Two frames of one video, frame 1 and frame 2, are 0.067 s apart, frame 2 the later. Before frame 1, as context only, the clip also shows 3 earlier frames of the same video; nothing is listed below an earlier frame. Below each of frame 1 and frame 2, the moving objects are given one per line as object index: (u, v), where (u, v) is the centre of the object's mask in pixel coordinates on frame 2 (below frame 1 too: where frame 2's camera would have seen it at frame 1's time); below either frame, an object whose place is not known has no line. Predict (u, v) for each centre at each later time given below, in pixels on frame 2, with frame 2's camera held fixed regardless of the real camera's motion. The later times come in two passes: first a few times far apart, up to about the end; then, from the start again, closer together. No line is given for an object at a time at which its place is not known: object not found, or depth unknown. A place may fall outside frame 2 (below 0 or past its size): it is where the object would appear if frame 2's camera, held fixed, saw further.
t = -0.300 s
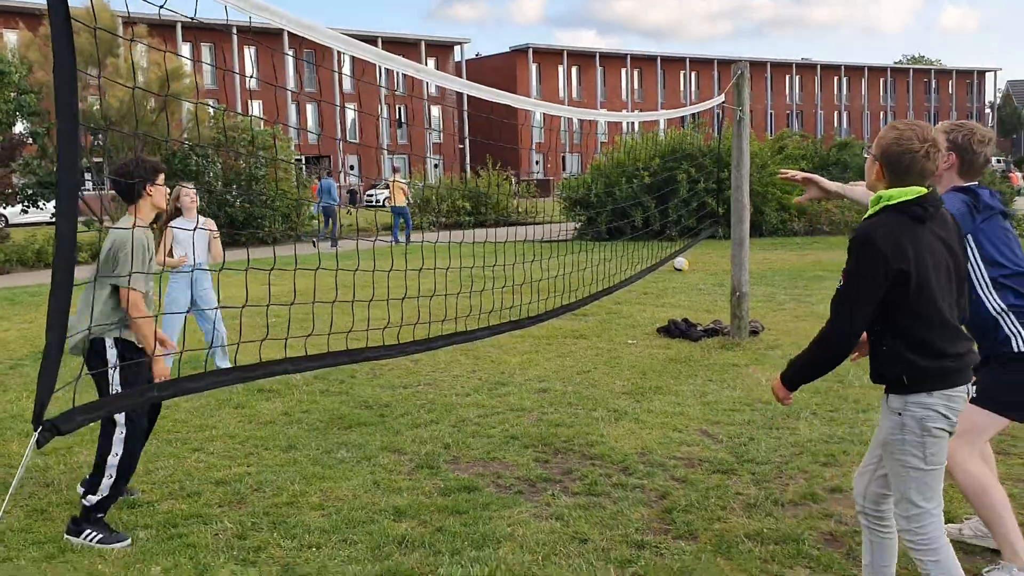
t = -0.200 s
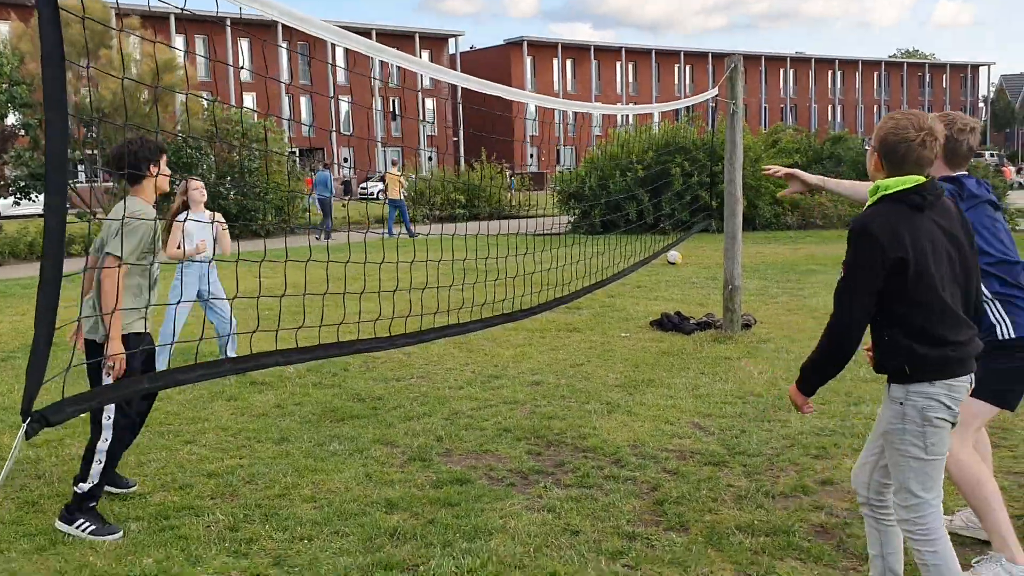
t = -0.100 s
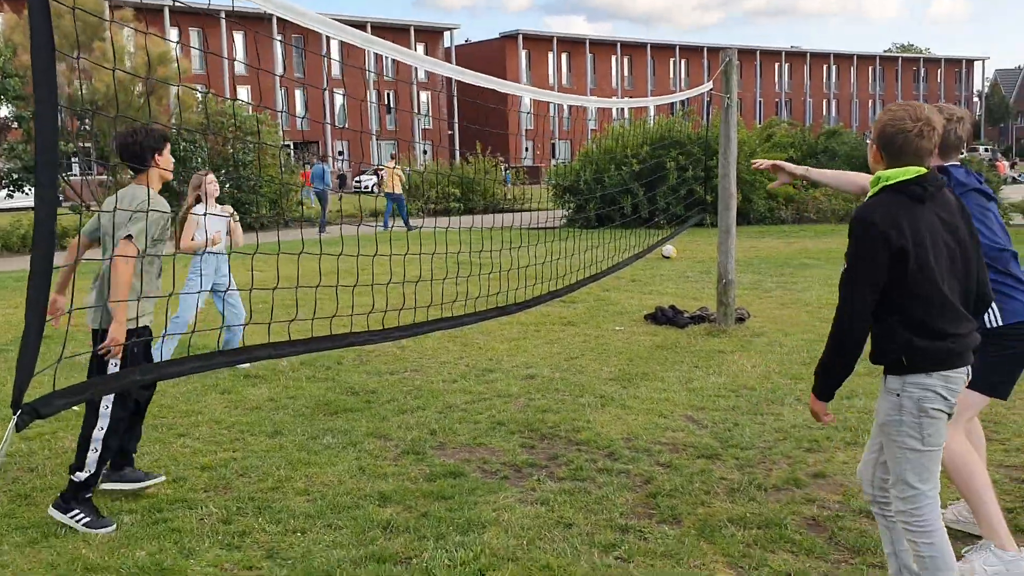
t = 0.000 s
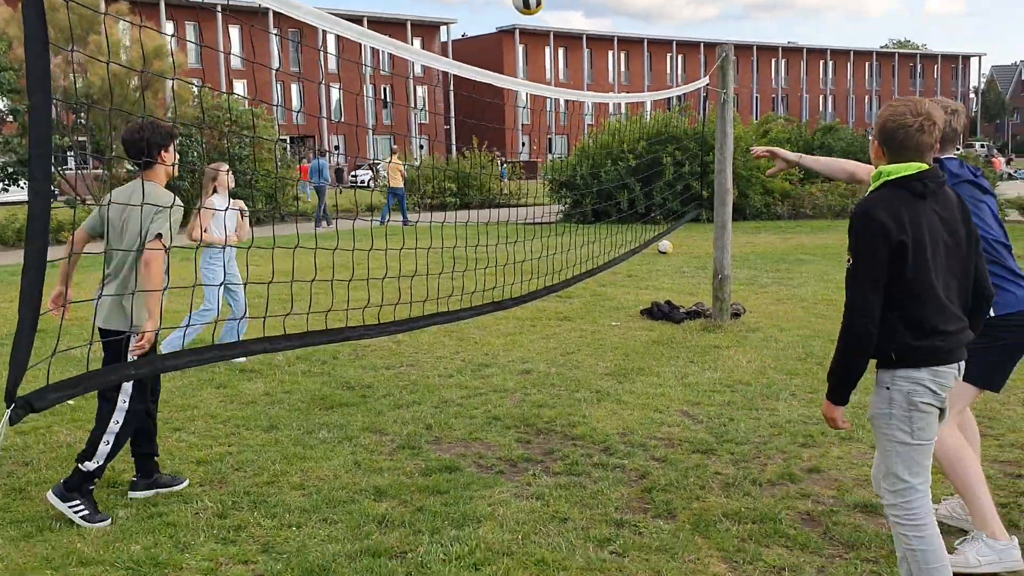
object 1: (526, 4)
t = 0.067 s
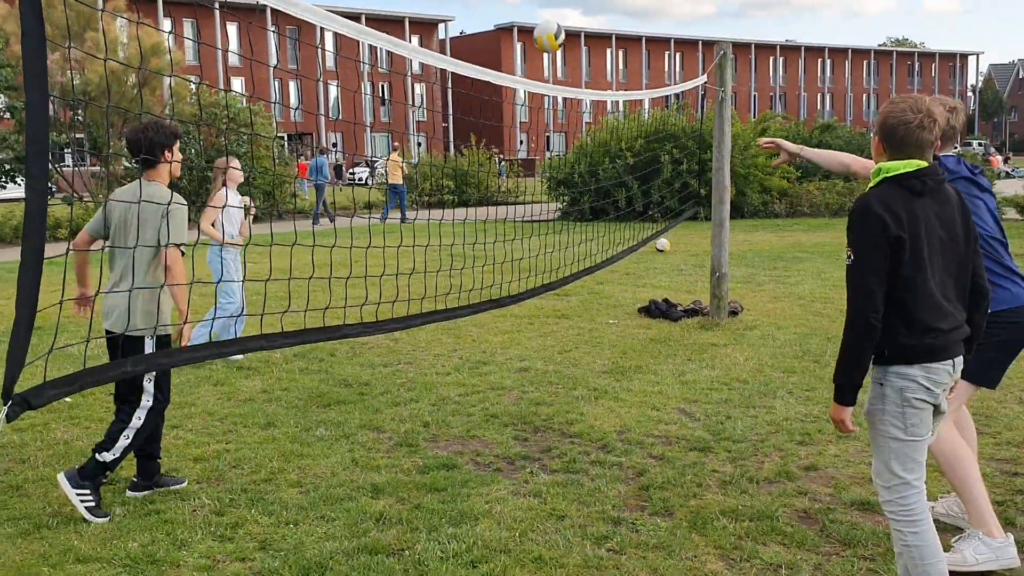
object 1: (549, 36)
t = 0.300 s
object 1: (615, 207)
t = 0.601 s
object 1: (664, 256)
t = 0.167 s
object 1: (579, 108)
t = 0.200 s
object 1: (590, 129)
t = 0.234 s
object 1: (599, 154)
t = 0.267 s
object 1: (608, 180)
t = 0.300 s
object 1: (615, 207)
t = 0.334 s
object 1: (624, 232)
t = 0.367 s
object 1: (635, 262)
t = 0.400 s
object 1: (640, 286)
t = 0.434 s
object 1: (648, 313)
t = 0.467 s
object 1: (653, 319)
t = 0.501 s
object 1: (656, 302)
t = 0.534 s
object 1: (659, 285)
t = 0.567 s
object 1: (661, 269)
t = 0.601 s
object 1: (664, 256)
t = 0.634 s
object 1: (666, 246)
